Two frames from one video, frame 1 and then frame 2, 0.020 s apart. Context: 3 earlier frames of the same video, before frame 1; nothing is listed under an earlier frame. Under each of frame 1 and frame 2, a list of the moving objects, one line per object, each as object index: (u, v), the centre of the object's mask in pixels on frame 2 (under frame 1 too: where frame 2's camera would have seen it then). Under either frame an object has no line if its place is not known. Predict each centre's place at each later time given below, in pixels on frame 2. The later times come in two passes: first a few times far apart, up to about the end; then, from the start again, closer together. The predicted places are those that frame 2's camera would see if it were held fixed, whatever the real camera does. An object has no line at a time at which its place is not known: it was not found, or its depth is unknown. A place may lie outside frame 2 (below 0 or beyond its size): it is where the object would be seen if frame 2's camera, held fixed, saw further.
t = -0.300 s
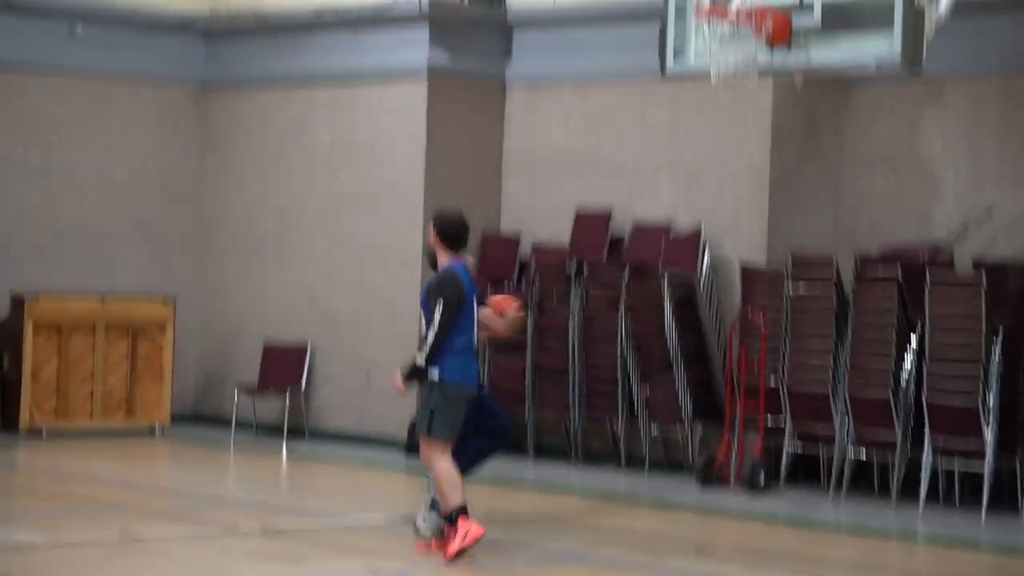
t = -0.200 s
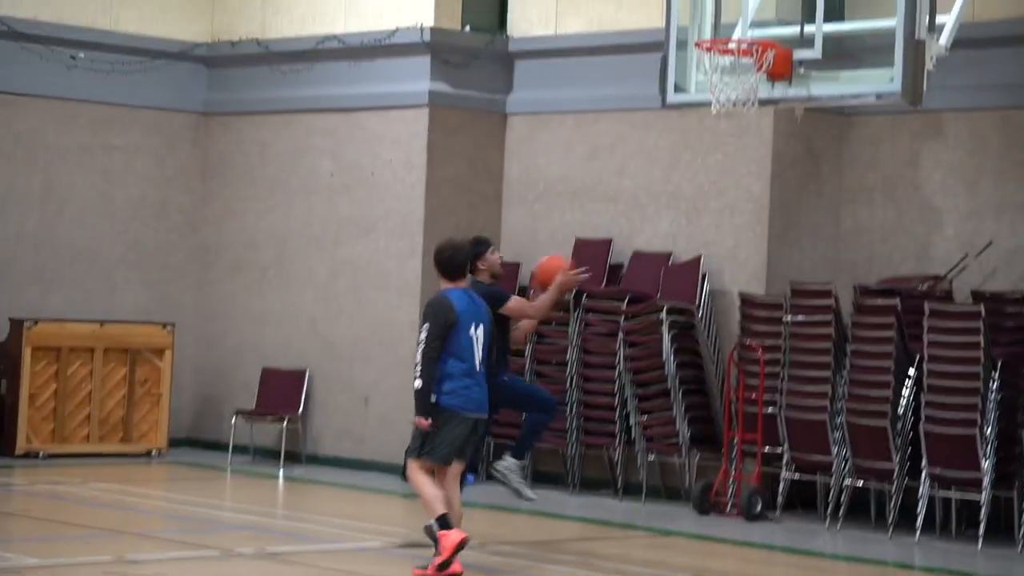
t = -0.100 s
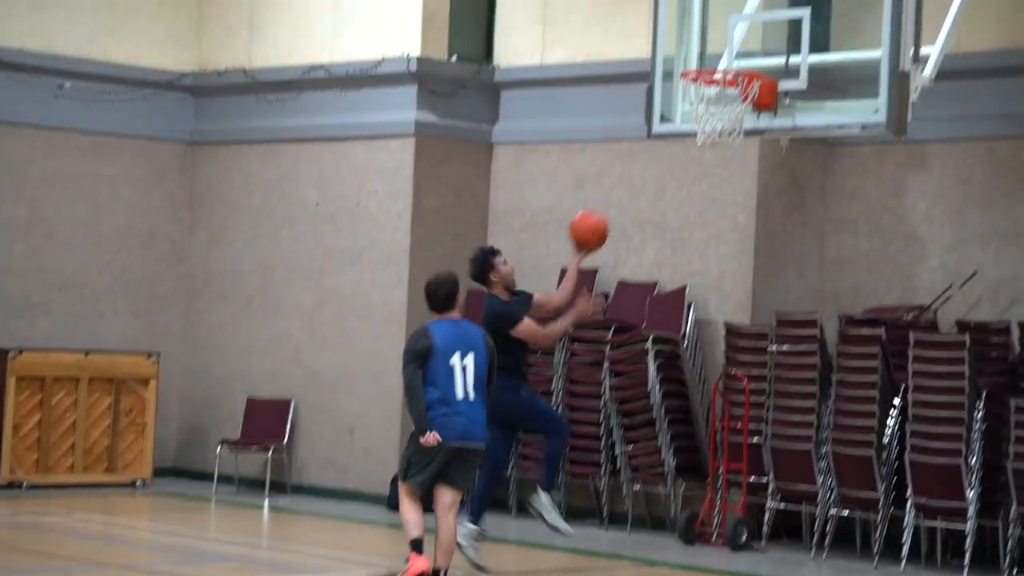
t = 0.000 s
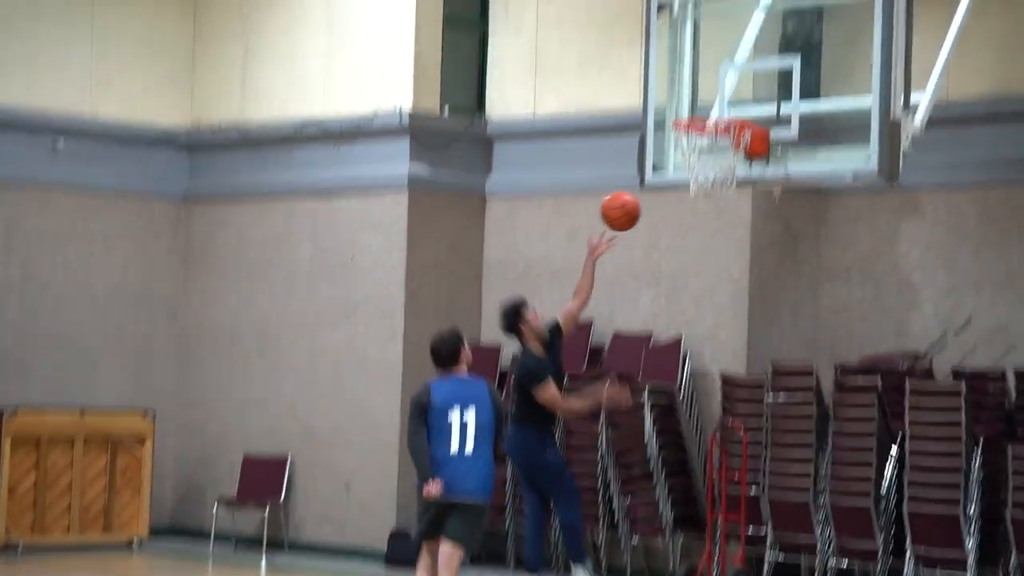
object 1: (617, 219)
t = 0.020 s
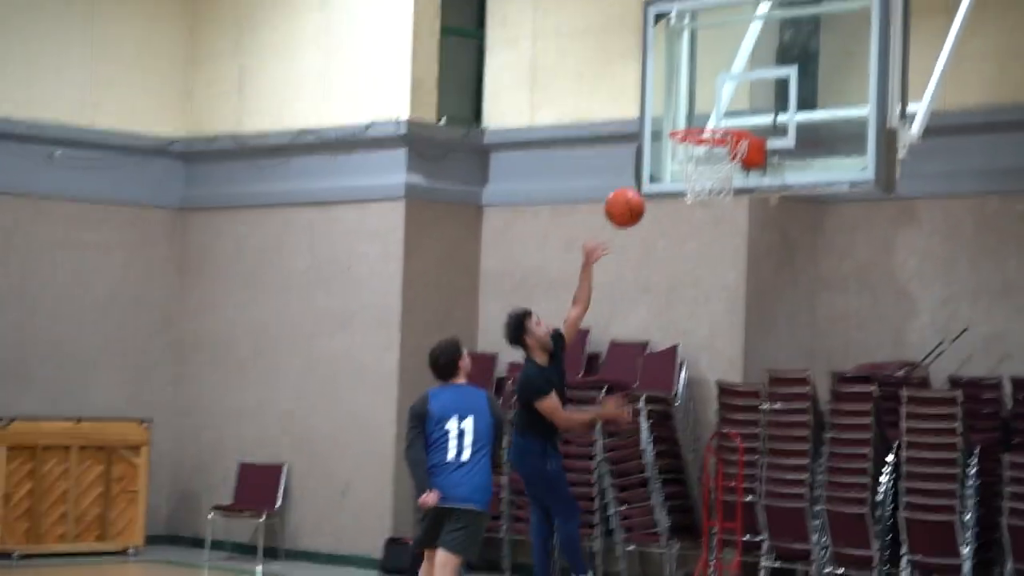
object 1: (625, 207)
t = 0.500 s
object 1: (711, 109)
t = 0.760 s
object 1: (706, 174)
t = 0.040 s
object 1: (631, 196)
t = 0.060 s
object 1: (638, 185)
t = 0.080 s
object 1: (645, 175)
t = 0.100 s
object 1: (651, 166)
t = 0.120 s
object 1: (658, 157)
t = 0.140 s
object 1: (659, 150)
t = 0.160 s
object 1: (663, 139)
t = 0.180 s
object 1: (673, 127)
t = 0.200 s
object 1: (683, 121)
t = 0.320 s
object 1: (713, 104)
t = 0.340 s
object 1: (713, 102)
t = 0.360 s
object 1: (713, 101)
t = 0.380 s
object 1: (713, 100)
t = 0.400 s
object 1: (712, 100)
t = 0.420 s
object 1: (712, 100)
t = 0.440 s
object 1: (712, 102)
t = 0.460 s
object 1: (712, 104)
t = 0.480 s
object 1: (712, 106)
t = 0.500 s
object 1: (711, 109)
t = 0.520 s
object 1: (711, 112)
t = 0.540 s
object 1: (710, 115)
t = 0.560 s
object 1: (710, 118)
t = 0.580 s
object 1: (708, 128)
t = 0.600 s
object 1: (708, 136)
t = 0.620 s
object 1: (707, 145)
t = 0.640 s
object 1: (708, 150)
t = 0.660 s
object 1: (708, 154)
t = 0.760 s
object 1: (706, 174)
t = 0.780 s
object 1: (706, 176)
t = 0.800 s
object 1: (706, 180)
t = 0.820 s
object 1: (706, 185)
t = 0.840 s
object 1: (706, 189)
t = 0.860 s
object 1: (702, 199)
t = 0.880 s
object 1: (701, 204)
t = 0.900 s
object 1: (700, 209)
